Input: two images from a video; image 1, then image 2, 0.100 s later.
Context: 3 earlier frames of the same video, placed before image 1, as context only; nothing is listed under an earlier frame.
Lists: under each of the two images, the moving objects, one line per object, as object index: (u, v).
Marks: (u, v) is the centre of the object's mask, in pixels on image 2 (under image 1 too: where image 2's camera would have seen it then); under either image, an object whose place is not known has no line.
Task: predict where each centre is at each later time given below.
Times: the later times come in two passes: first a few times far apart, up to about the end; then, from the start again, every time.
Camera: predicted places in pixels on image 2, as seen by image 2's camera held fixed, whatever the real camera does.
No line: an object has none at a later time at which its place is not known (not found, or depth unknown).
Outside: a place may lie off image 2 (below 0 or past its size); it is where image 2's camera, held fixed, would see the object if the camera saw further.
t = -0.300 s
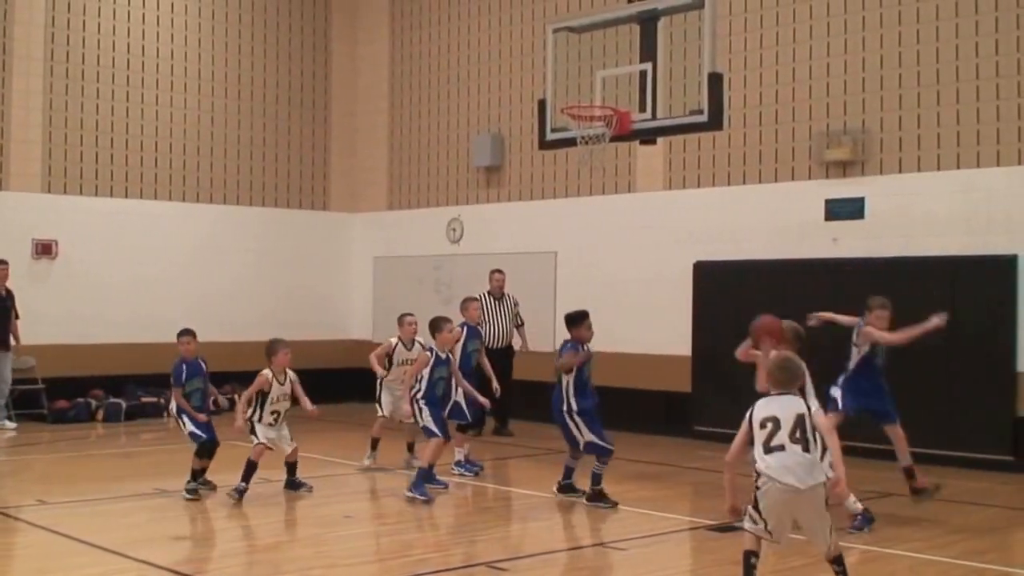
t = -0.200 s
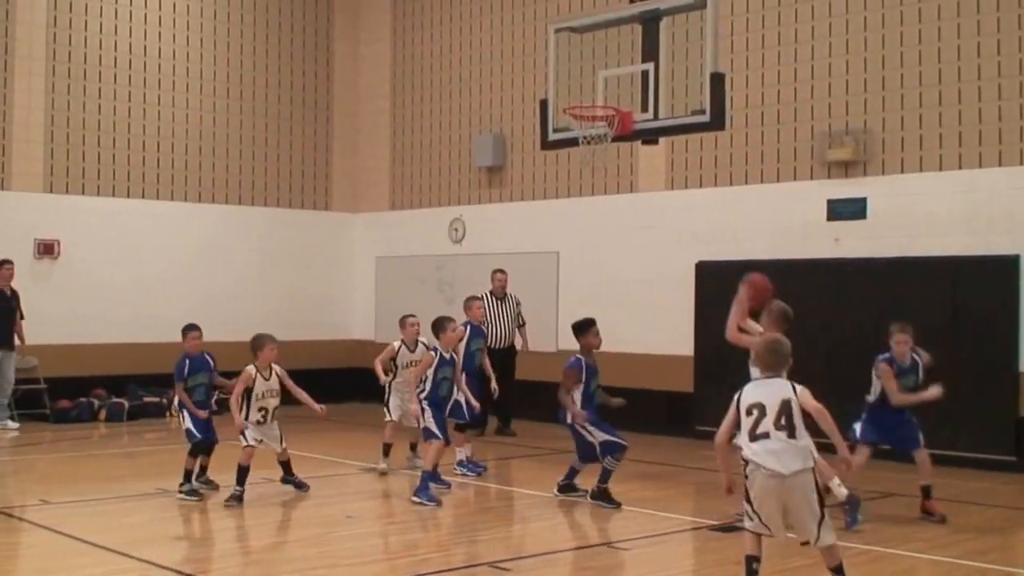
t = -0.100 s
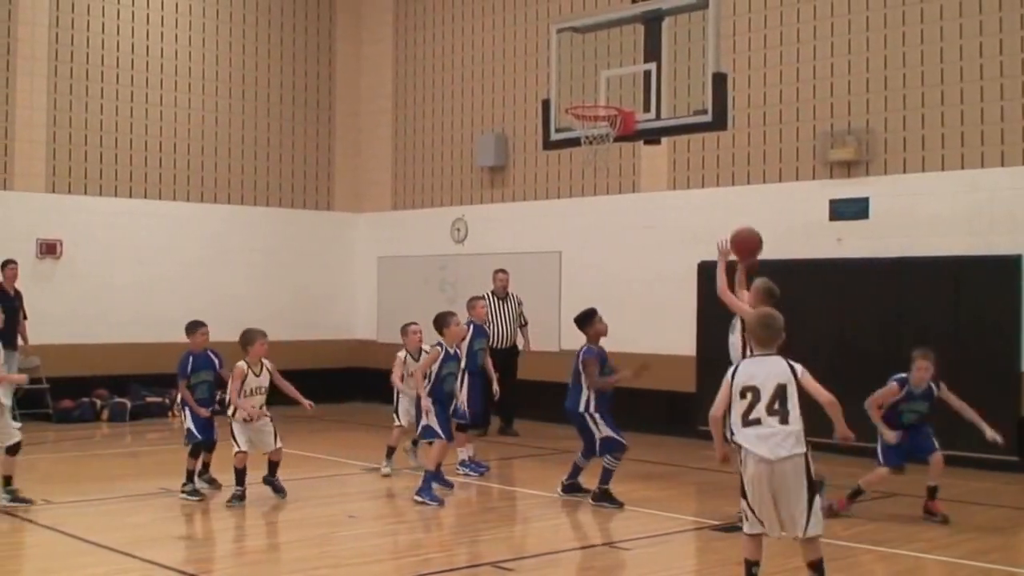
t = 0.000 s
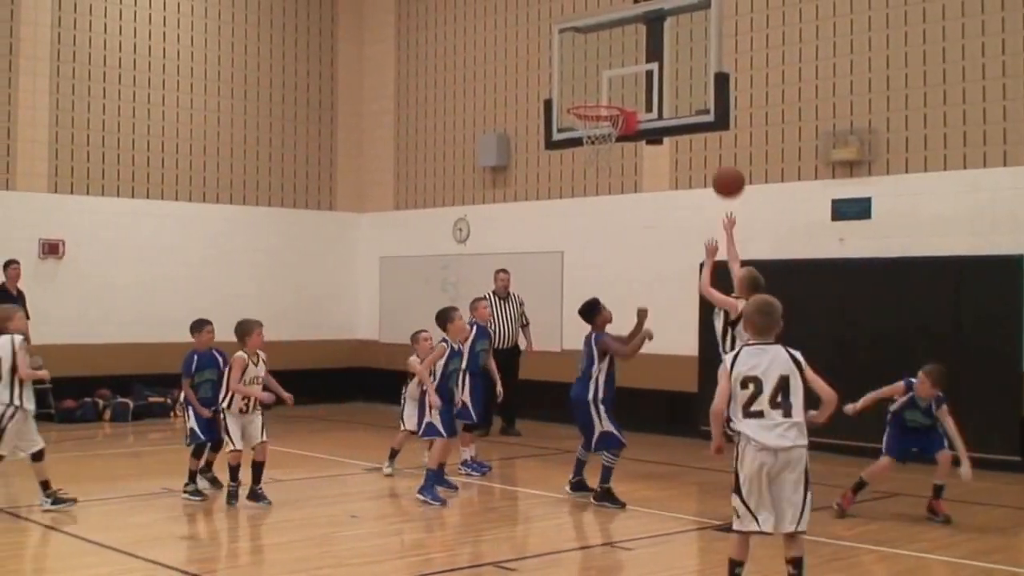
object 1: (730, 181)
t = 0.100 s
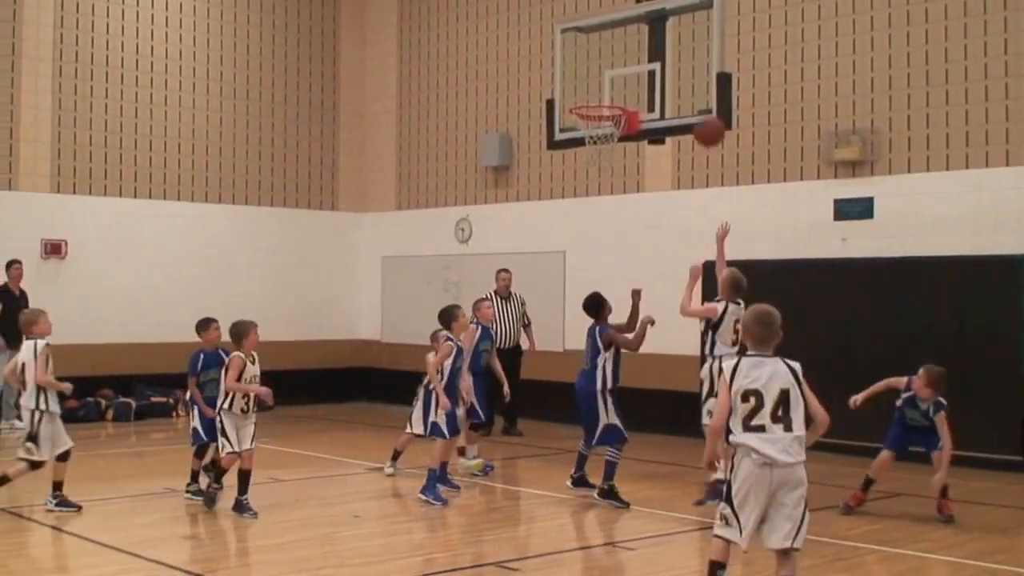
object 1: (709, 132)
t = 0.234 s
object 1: (681, 88)
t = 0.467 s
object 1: (638, 72)
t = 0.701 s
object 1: (593, 102)
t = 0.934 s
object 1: (569, 88)
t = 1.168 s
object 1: (543, 137)
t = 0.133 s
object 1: (703, 118)
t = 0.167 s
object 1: (695, 107)
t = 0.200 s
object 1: (688, 97)
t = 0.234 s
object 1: (681, 88)
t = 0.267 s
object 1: (675, 81)
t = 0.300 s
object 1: (668, 75)
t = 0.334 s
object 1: (662, 71)
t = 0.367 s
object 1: (655, 69)
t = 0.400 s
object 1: (650, 69)
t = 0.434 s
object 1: (644, 69)
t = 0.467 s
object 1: (638, 72)
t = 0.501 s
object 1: (632, 74)
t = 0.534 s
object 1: (625, 78)
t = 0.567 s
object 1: (619, 81)
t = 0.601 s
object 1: (612, 85)
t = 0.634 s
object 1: (605, 90)
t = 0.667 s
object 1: (599, 96)
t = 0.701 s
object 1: (593, 102)
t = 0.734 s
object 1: (589, 95)
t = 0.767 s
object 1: (586, 91)
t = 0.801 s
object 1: (582, 88)
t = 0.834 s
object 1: (579, 86)
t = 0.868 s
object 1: (575, 85)
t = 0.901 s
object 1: (572, 86)
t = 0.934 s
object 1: (569, 88)
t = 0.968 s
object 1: (565, 91)
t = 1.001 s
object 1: (562, 95)
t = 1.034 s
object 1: (558, 101)
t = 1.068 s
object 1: (554, 107)
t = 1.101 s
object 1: (551, 116)
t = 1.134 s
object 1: (547, 126)
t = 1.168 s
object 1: (543, 137)
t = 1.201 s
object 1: (540, 149)
